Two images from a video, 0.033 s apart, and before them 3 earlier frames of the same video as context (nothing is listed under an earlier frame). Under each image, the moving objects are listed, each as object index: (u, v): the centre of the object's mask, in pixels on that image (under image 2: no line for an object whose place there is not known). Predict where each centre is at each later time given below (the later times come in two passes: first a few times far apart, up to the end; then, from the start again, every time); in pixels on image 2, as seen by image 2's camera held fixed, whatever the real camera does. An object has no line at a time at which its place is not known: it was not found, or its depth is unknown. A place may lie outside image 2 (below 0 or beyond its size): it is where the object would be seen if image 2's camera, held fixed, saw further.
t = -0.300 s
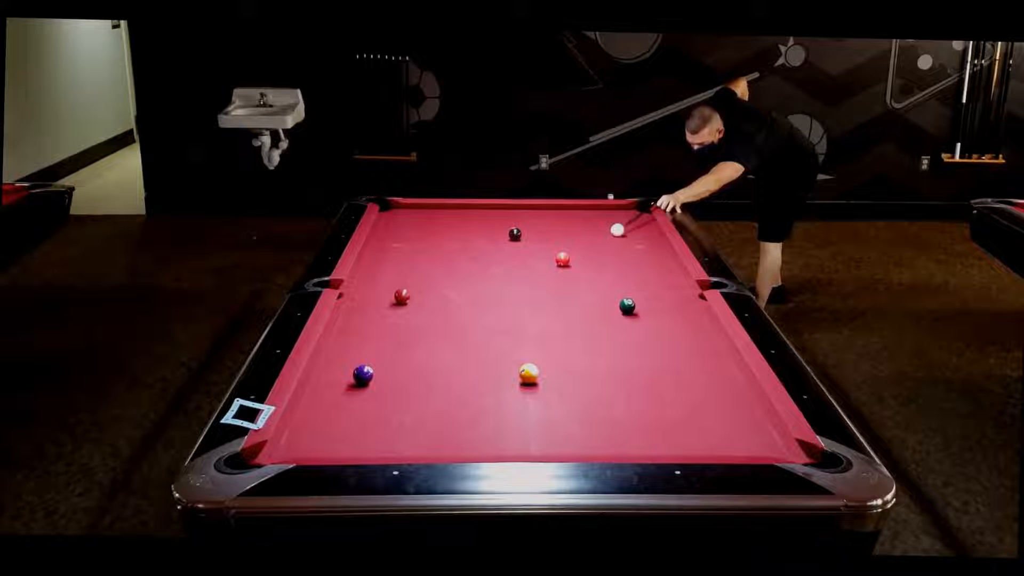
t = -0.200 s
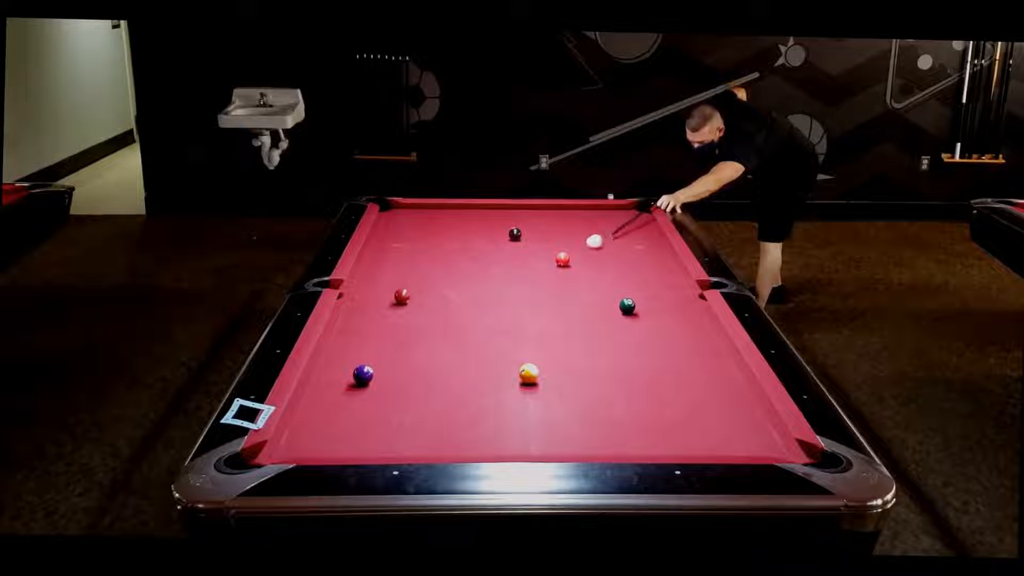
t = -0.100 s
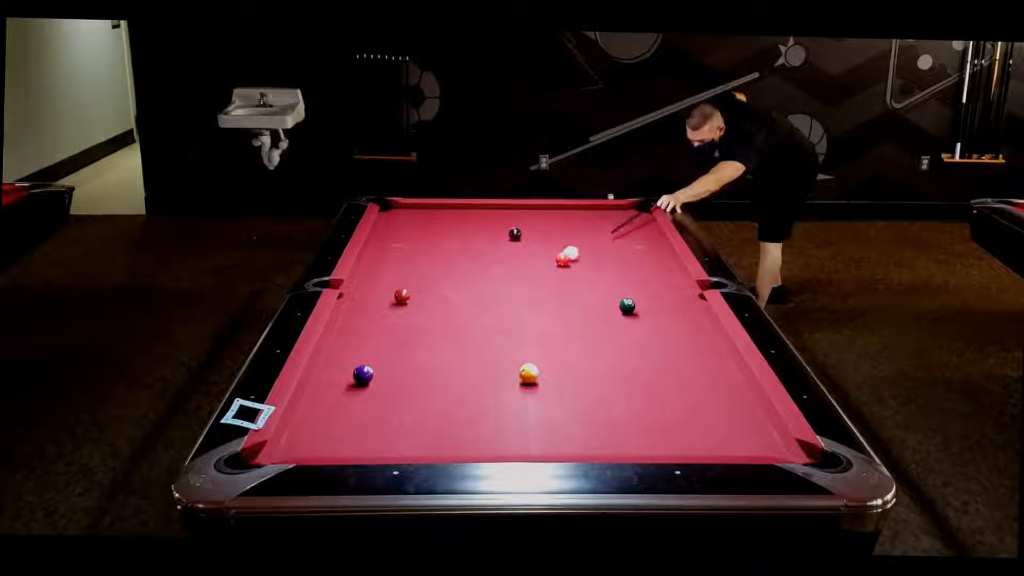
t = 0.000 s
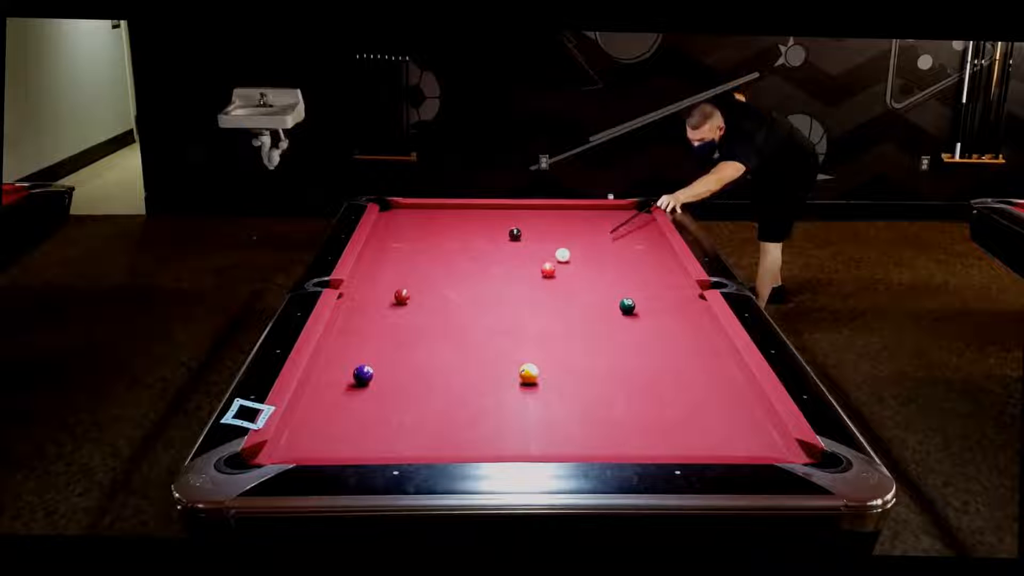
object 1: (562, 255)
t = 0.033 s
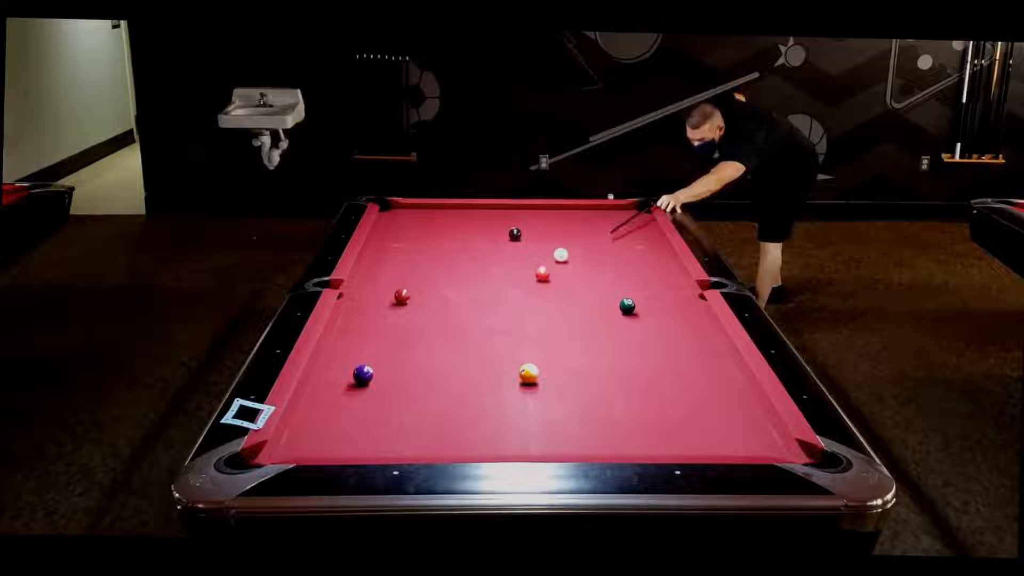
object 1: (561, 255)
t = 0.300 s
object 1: (548, 255)
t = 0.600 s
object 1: (535, 255)
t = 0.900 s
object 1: (525, 255)
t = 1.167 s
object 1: (517, 255)
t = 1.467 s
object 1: (511, 254)
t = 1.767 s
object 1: (507, 254)
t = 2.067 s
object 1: (504, 254)
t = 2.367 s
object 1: (503, 254)
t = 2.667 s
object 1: (504, 254)
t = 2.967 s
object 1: (504, 254)
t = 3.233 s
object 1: (504, 254)
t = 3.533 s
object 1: (504, 254)
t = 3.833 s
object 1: (504, 254)
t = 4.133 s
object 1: (504, 254)
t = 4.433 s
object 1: (504, 254)
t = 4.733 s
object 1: (504, 254)
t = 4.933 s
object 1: (504, 254)
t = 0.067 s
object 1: (559, 255)
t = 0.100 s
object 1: (557, 255)
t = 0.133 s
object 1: (556, 255)
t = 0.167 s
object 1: (554, 255)
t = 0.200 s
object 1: (552, 255)
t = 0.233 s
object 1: (551, 255)
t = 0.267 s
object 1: (549, 255)
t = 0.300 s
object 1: (548, 255)
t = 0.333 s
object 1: (546, 255)
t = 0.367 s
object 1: (545, 255)
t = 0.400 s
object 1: (543, 255)
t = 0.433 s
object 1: (542, 255)
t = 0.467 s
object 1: (540, 255)
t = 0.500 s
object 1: (539, 255)
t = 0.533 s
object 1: (538, 255)
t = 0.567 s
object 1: (537, 255)
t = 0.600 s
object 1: (535, 255)
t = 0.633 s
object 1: (534, 255)
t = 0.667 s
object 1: (533, 255)
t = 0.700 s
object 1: (531, 255)
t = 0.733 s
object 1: (530, 255)
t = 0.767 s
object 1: (529, 255)
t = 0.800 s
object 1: (528, 255)
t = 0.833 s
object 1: (527, 255)
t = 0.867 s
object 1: (526, 255)
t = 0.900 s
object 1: (525, 255)
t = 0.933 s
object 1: (524, 255)
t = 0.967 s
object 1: (523, 255)
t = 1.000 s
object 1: (522, 255)
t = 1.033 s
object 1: (521, 255)
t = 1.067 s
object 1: (520, 255)
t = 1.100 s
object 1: (519, 255)
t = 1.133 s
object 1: (518, 255)
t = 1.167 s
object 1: (517, 255)
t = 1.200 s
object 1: (516, 255)
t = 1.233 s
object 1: (515, 254)
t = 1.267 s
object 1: (515, 254)
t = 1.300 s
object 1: (514, 254)
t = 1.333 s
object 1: (513, 254)
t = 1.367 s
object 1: (513, 254)
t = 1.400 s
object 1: (512, 254)
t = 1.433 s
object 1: (511, 254)
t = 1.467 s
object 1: (511, 254)
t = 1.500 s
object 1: (510, 254)
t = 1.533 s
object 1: (510, 254)
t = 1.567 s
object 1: (509, 254)
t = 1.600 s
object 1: (508, 254)
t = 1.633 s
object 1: (508, 254)
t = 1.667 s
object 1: (507, 254)
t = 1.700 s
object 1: (507, 254)
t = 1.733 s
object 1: (507, 254)
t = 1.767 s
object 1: (507, 254)
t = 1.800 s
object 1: (506, 254)
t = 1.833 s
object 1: (506, 254)
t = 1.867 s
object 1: (505, 254)
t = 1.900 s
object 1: (505, 254)
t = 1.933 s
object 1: (505, 254)
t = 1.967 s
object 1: (504, 254)
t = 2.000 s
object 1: (504, 254)
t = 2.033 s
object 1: (504, 254)
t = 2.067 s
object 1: (504, 254)
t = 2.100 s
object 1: (504, 254)
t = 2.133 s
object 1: (504, 254)
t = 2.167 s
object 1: (504, 254)
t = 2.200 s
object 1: (504, 254)
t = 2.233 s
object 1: (504, 254)
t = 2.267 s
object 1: (504, 254)
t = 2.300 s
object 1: (503, 254)
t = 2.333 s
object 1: (504, 254)
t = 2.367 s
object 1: (503, 254)
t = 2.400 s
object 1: (504, 254)
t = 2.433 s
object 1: (504, 254)
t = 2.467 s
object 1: (504, 254)
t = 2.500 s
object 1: (503, 254)
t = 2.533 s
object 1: (503, 254)
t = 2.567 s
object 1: (503, 254)
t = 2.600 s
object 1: (504, 254)
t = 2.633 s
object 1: (504, 254)
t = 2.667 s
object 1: (504, 254)
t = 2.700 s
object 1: (504, 254)
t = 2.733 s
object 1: (504, 254)
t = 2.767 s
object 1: (504, 254)
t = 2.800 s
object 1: (504, 254)
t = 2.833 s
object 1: (504, 254)
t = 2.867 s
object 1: (504, 254)
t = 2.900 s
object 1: (504, 254)
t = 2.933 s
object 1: (504, 254)
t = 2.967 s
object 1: (504, 254)
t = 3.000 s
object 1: (504, 254)
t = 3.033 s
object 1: (504, 254)
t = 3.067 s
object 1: (504, 254)
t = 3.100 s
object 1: (504, 254)
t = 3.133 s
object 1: (504, 254)
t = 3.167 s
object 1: (504, 254)
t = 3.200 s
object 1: (504, 254)
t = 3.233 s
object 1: (504, 254)
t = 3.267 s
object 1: (503, 254)
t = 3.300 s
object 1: (504, 254)
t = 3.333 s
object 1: (504, 254)
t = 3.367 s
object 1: (504, 254)
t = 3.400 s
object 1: (504, 254)
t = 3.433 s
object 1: (504, 254)
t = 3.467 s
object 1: (504, 254)
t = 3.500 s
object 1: (504, 254)
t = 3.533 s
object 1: (504, 254)
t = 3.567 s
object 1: (504, 254)
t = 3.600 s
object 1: (504, 254)
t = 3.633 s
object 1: (504, 254)
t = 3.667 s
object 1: (504, 254)
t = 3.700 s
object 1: (504, 254)
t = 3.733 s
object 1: (504, 254)
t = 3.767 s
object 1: (504, 254)
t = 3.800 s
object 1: (504, 254)
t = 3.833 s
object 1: (504, 254)
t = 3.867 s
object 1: (504, 254)
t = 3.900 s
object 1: (504, 254)
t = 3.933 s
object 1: (504, 254)
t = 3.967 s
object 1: (504, 254)
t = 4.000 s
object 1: (504, 254)
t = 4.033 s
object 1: (504, 254)
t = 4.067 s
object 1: (504, 254)
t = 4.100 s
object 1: (504, 254)
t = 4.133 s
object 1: (504, 254)
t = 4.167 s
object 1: (504, 254)
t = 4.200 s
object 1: (504, 254)
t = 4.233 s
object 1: (504, 254)
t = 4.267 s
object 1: (504, 254)
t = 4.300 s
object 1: (504, 254)
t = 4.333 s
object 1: (504, 254)
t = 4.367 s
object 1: (504, 254)
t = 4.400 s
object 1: (504, 254)
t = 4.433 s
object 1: (504, 254)
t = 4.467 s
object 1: (504, 254)
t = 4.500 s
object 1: (504, 254)
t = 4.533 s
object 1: (504, 254)
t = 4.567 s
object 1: (504, 254)
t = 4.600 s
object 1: (504, 254)
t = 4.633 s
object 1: (504, 254)
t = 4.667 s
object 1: (504, 254)
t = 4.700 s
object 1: (504, 254)
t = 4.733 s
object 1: (504, 254)
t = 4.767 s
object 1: (504, 254)
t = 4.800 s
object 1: (504, 254)
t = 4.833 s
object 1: (504, 254)
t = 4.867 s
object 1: (504, 254)
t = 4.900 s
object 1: (504, 254)
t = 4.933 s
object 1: (504, 254)
